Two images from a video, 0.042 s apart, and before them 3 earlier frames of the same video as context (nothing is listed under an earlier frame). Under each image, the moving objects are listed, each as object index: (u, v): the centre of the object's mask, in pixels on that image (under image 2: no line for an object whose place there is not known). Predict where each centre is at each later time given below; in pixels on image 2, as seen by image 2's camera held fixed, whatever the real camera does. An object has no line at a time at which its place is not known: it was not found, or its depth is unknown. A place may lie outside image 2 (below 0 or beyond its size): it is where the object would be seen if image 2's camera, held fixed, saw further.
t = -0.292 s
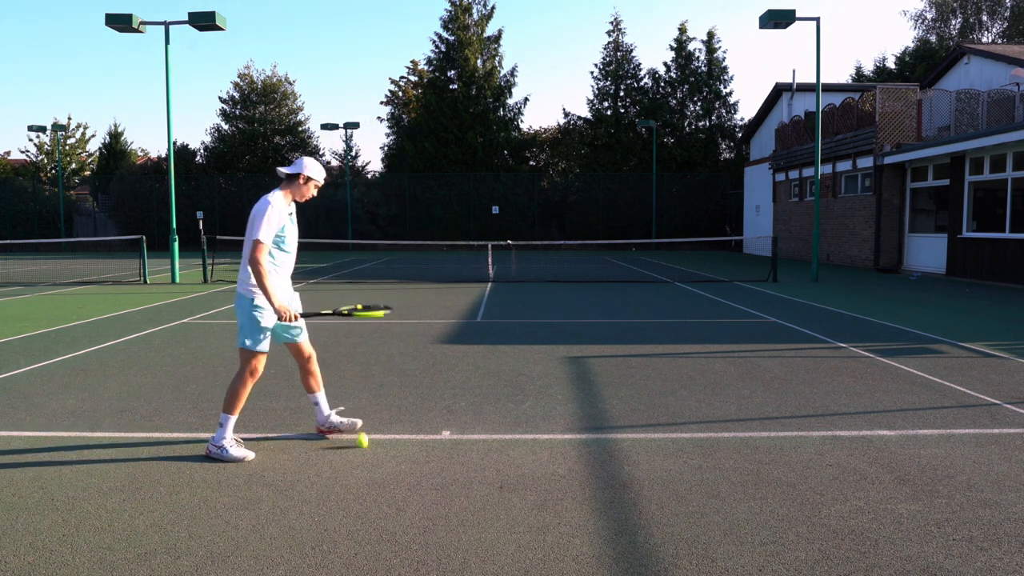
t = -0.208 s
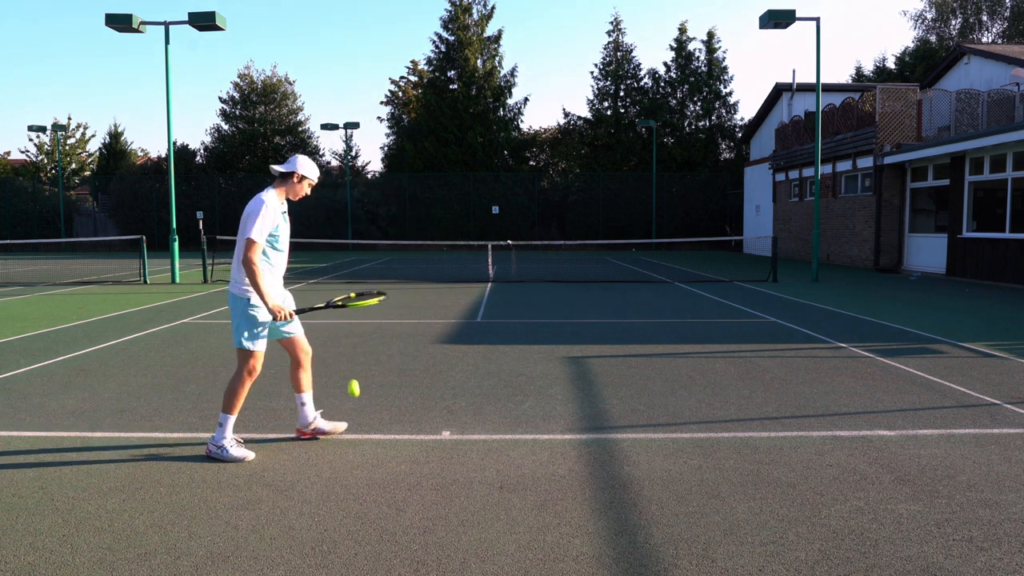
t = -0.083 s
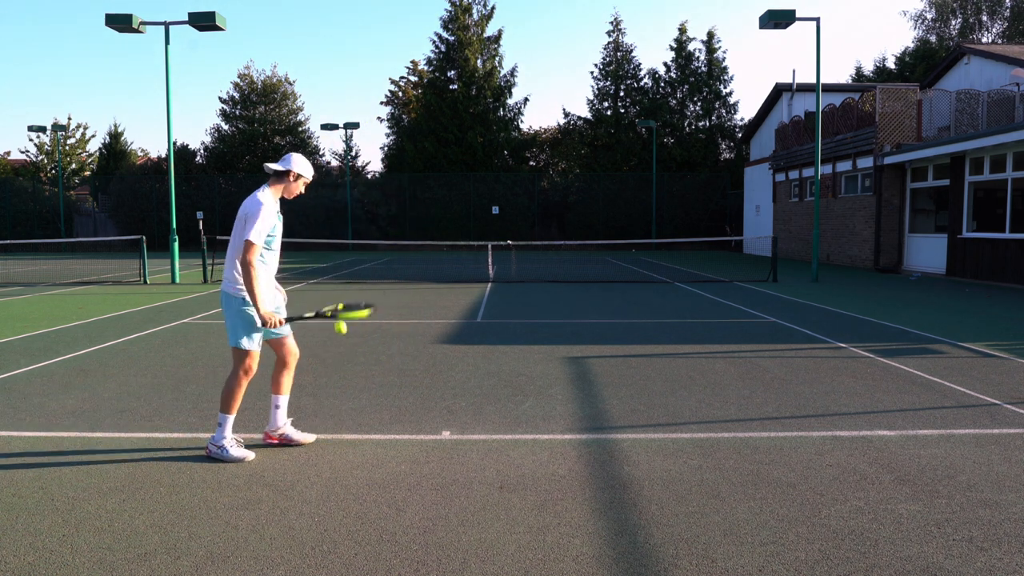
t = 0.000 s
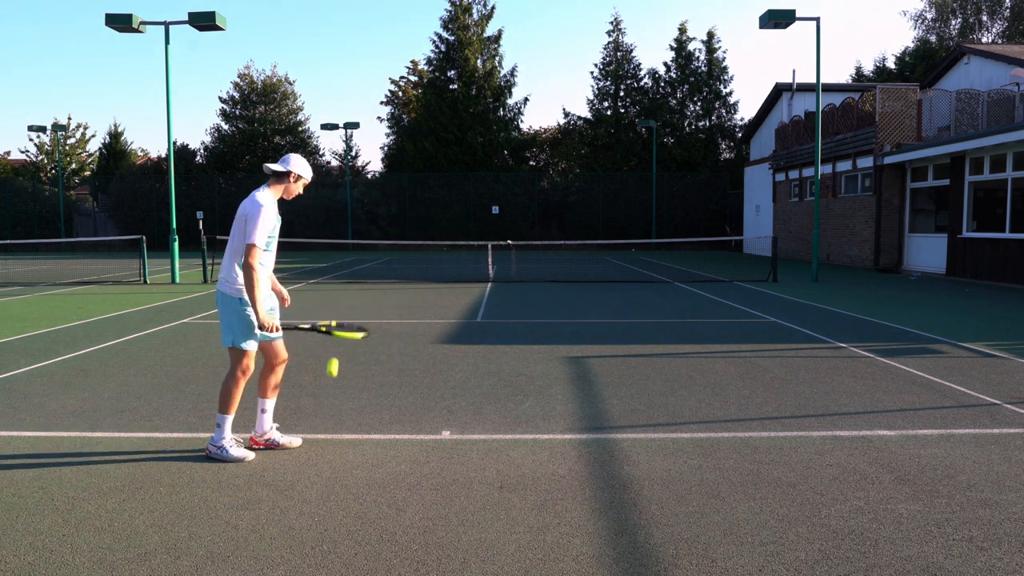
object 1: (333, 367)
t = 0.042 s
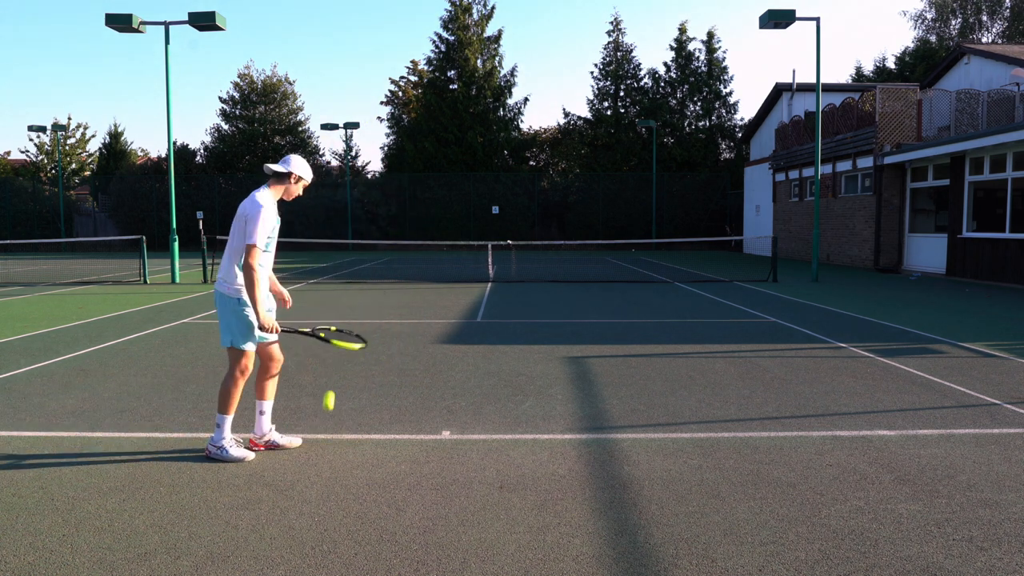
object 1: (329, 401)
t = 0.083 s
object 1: (325, 434)
